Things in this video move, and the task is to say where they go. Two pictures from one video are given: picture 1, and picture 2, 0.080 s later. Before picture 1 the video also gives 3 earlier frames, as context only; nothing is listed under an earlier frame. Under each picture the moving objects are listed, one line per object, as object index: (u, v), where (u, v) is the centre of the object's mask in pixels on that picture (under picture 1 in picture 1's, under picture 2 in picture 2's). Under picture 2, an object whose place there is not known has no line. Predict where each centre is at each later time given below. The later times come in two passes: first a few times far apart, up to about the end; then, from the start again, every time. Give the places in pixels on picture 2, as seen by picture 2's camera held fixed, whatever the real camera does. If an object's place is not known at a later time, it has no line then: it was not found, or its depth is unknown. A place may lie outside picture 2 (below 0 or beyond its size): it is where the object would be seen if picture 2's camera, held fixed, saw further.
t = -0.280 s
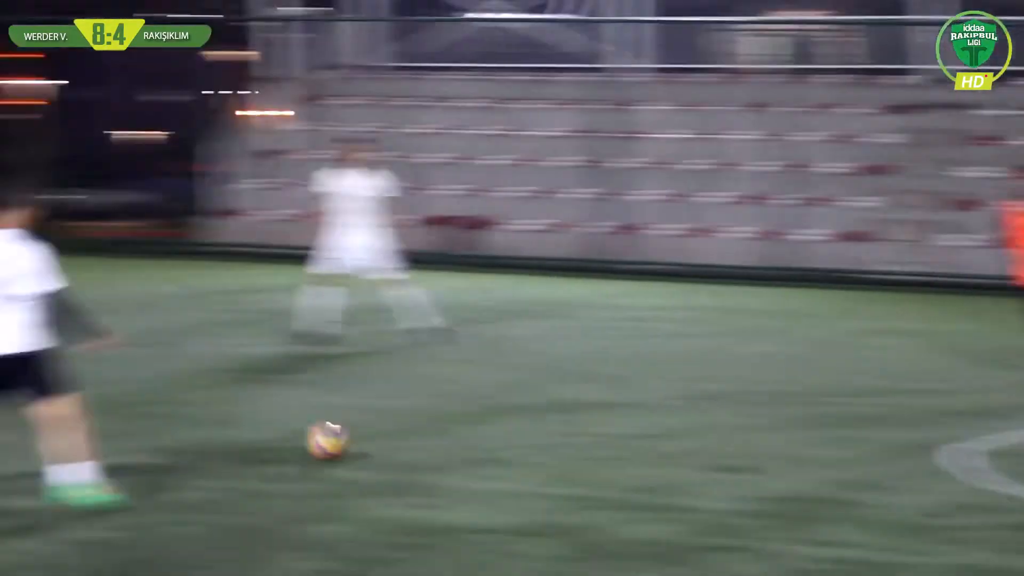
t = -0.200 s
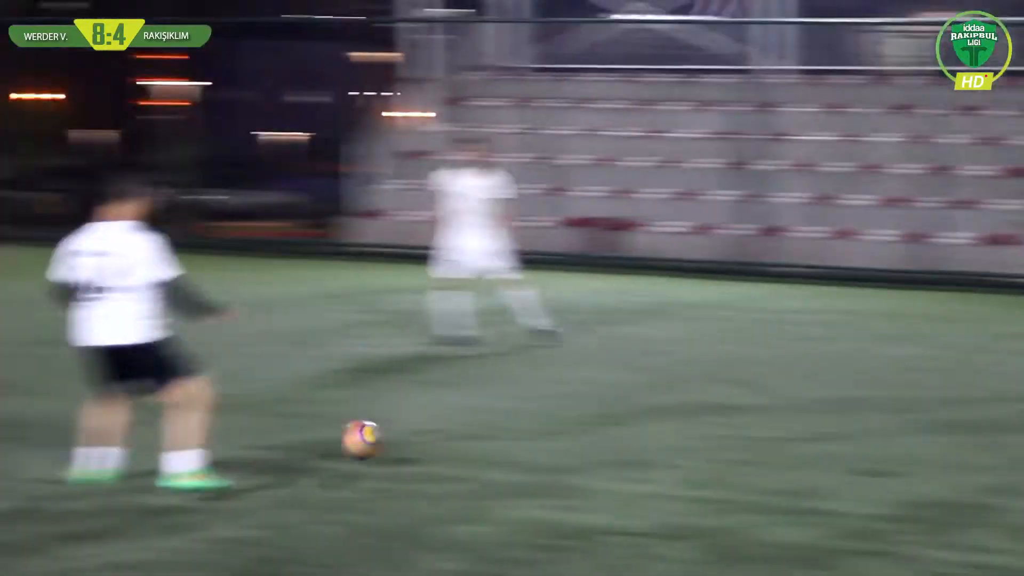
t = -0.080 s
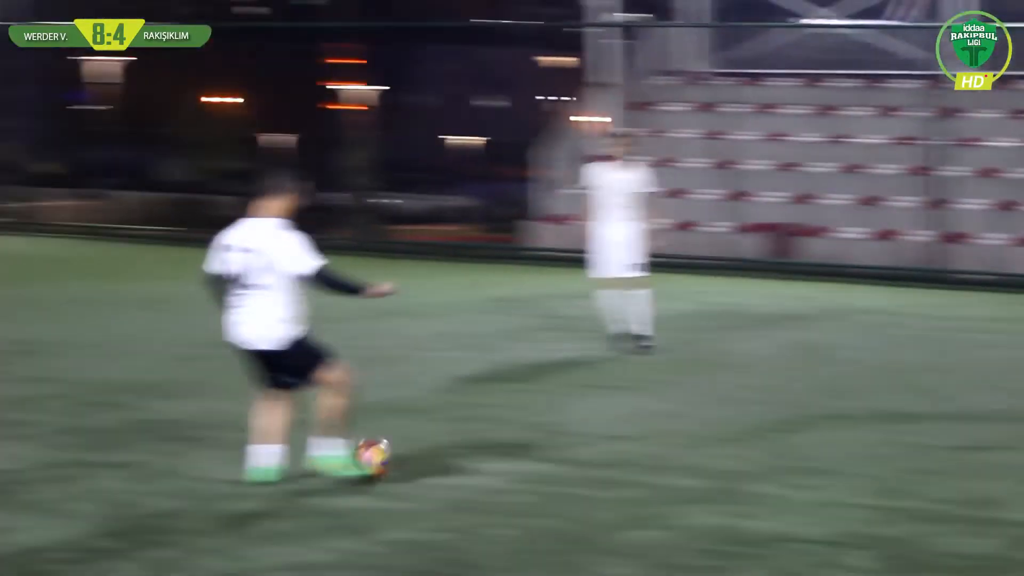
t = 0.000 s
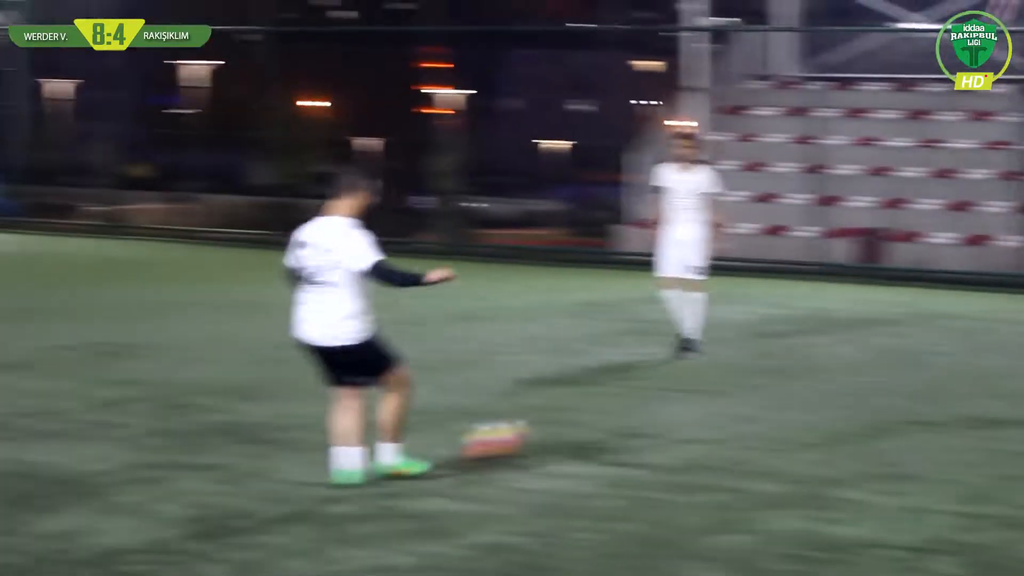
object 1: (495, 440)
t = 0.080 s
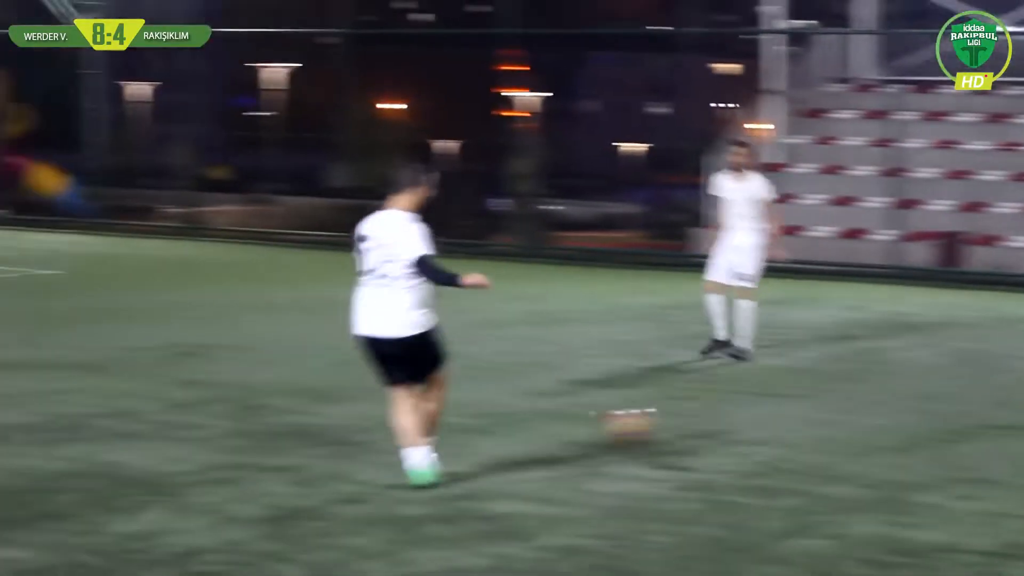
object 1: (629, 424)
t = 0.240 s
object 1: (729, 420)
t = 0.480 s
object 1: (824, 396)
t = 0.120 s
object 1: (655, 422)
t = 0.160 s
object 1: (680, 422)
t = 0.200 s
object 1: (709, 424)
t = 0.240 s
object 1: (729, 420)
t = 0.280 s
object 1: (746, 410)
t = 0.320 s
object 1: (764, 403)
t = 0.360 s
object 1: (779, 400)
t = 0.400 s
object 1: (796, 399)
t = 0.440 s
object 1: (810, 399)
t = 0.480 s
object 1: (824, 396)
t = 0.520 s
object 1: (835, 390)
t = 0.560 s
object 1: (846, 385)
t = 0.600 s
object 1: (858, 382)
